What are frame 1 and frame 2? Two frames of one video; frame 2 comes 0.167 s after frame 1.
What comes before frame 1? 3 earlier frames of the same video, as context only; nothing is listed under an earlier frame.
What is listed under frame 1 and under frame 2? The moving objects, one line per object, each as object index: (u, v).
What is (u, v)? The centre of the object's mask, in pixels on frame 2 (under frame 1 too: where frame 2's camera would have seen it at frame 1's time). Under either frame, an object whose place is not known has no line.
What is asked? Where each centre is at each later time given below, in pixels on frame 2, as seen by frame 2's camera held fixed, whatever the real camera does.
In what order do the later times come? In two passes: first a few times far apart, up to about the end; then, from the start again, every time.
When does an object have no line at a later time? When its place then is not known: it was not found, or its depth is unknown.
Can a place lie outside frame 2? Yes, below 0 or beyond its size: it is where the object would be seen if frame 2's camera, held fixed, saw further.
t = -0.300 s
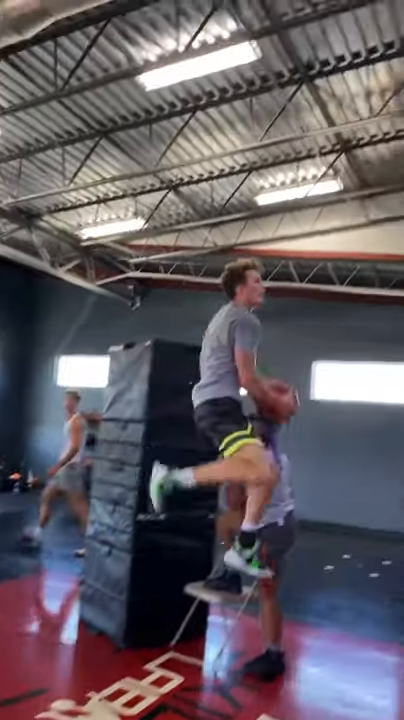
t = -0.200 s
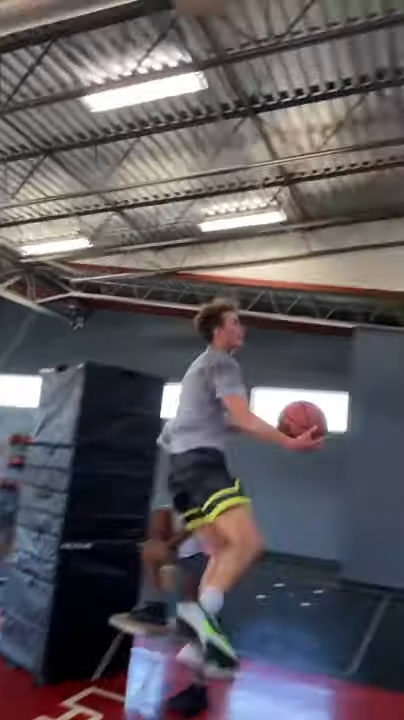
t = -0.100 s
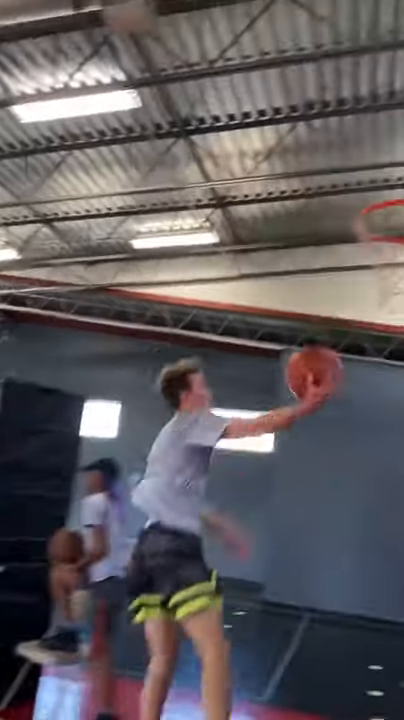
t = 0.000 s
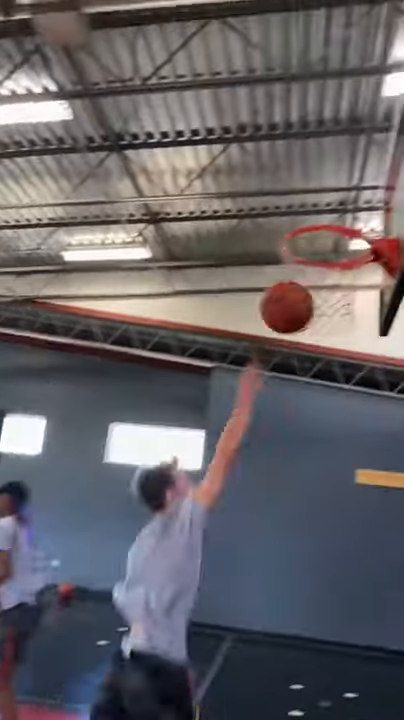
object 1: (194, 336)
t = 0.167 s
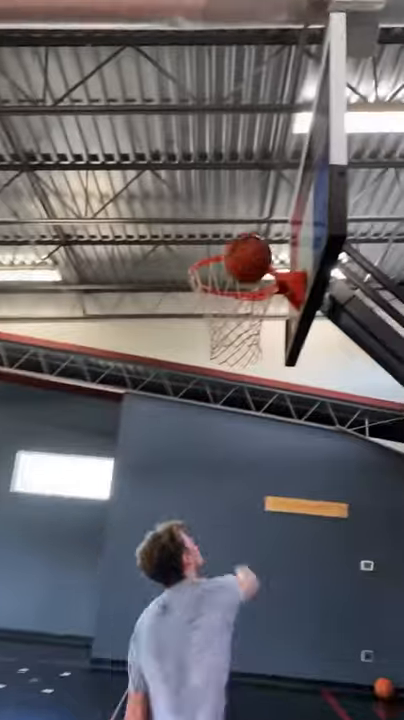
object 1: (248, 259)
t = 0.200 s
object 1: (256, 250)
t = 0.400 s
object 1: (275, 241)
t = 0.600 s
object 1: (234, 278)
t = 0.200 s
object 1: (256, 250)
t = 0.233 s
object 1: (264, 246)
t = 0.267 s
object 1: (272, 242)
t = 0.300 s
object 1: (279, 240)
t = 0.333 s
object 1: (287, 240)
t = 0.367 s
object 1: (282, 240)
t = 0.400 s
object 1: (275, 241)
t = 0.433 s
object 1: (267, 245)
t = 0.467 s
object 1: (261, 247)
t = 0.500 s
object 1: (254, 253)
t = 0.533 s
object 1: (248, 261)
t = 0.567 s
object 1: (240, 273)
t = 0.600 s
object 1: (234, 278)
